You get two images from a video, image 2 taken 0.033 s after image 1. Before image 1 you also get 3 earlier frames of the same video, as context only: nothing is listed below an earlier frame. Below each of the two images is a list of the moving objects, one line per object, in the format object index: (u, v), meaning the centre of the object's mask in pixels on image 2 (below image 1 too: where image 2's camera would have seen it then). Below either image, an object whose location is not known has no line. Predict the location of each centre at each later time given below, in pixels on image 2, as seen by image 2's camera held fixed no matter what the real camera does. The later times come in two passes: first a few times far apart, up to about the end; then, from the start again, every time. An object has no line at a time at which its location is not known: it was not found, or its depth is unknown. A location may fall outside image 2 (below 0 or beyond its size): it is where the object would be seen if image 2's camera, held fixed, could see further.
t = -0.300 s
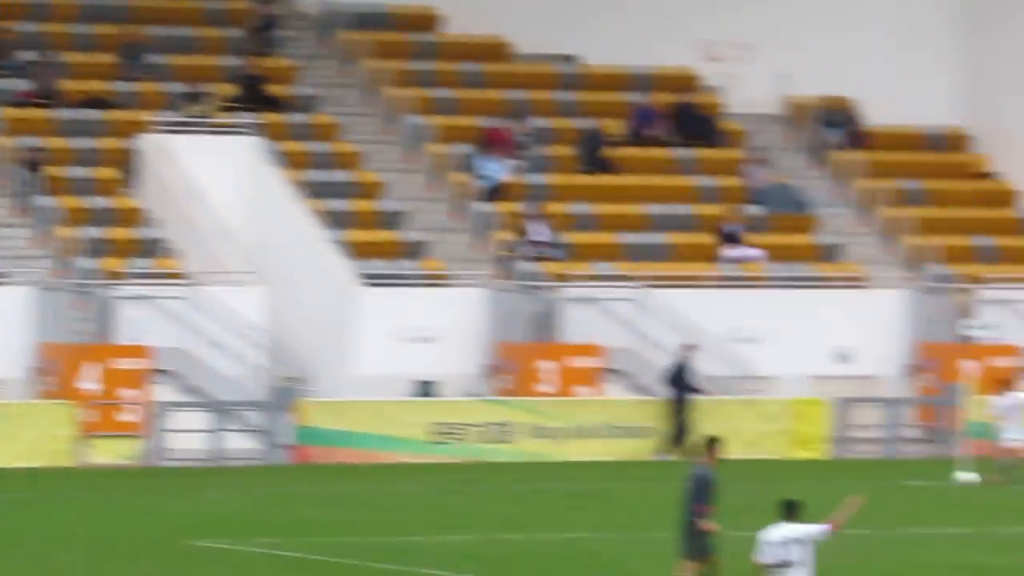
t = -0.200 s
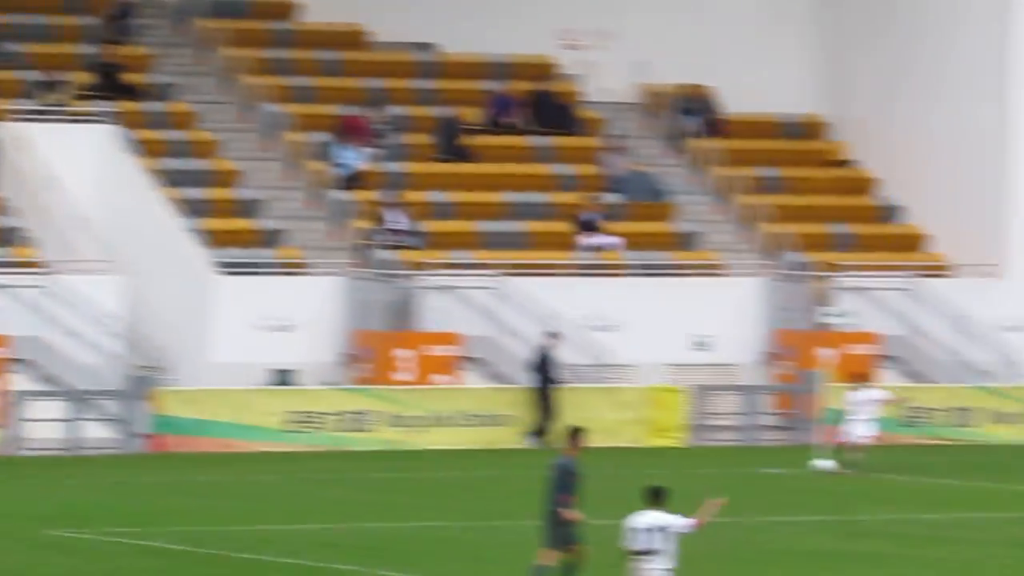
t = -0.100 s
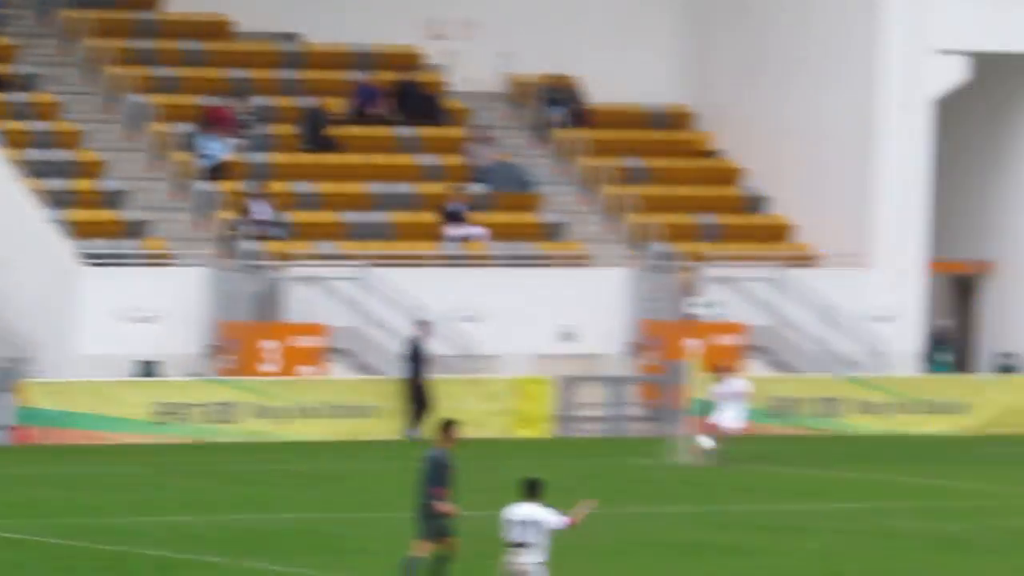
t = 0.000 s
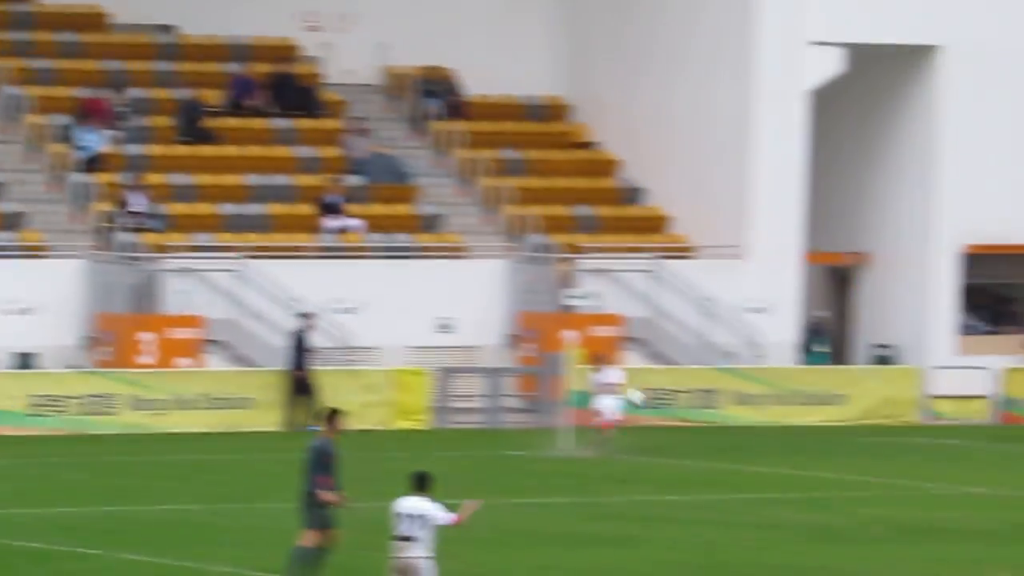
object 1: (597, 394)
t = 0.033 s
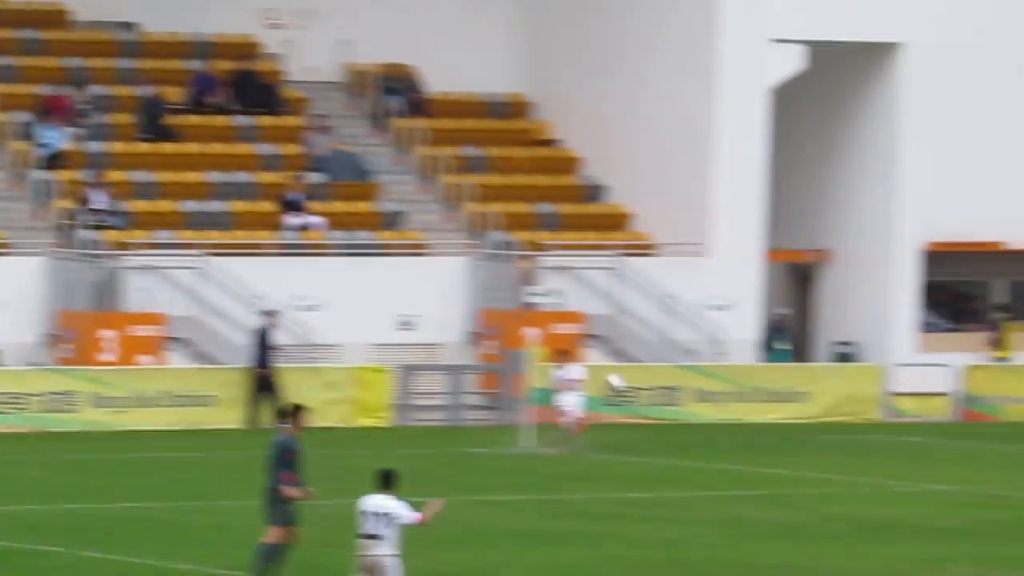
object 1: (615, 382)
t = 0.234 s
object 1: (733, 327)
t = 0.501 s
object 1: (924, 287)
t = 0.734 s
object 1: (1127, 293)
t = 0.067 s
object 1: (635, 373)
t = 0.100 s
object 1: (655, 362)
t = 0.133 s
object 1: (673, 353)
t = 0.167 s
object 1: (691, 344)
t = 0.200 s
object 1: (713, 335)
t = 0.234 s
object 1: (733, 327)
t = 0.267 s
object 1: (754, 320)
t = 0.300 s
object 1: (776, 312)
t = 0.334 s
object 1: (799, 306)
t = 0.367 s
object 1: (822, 301)
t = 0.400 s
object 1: (846, 297)
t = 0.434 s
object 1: (871, 294)
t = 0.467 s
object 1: (898, 291)
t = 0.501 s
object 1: (924, 287)
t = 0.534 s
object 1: (951, 287)
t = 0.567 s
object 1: (978, 286)
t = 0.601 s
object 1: (1007, 285)
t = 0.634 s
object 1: (1036, 286)
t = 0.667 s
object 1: (1065, 287)
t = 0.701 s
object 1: (1096, 290)
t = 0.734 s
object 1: (1127, 293)
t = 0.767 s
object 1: (1158, 298)
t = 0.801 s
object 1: (1190, 303)
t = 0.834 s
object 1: (1224, 311)
